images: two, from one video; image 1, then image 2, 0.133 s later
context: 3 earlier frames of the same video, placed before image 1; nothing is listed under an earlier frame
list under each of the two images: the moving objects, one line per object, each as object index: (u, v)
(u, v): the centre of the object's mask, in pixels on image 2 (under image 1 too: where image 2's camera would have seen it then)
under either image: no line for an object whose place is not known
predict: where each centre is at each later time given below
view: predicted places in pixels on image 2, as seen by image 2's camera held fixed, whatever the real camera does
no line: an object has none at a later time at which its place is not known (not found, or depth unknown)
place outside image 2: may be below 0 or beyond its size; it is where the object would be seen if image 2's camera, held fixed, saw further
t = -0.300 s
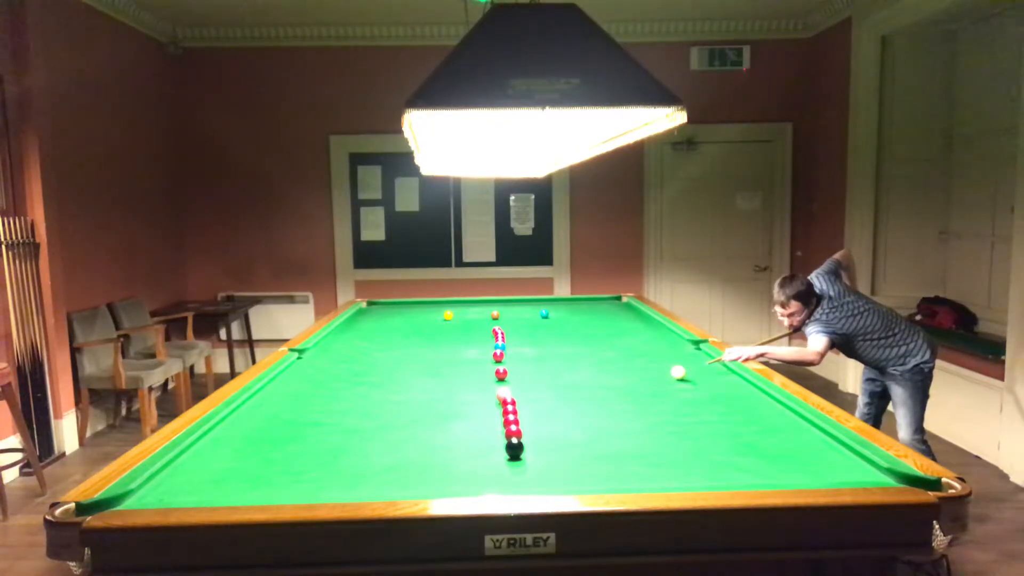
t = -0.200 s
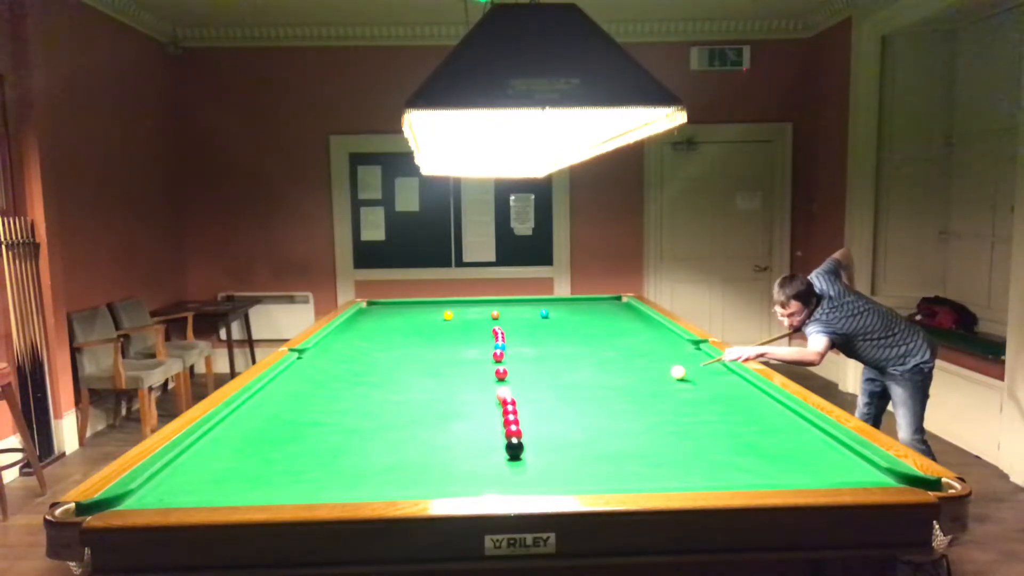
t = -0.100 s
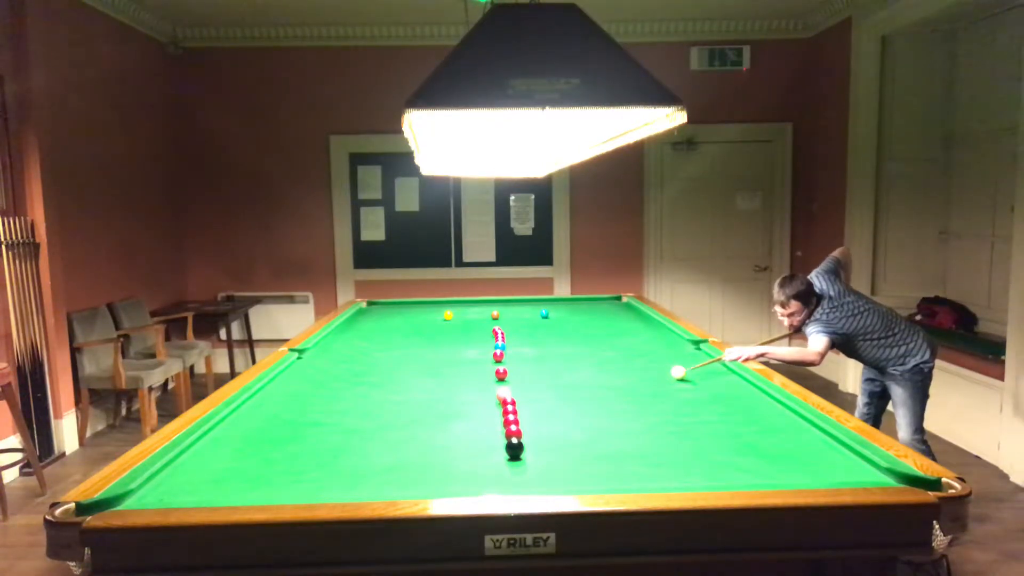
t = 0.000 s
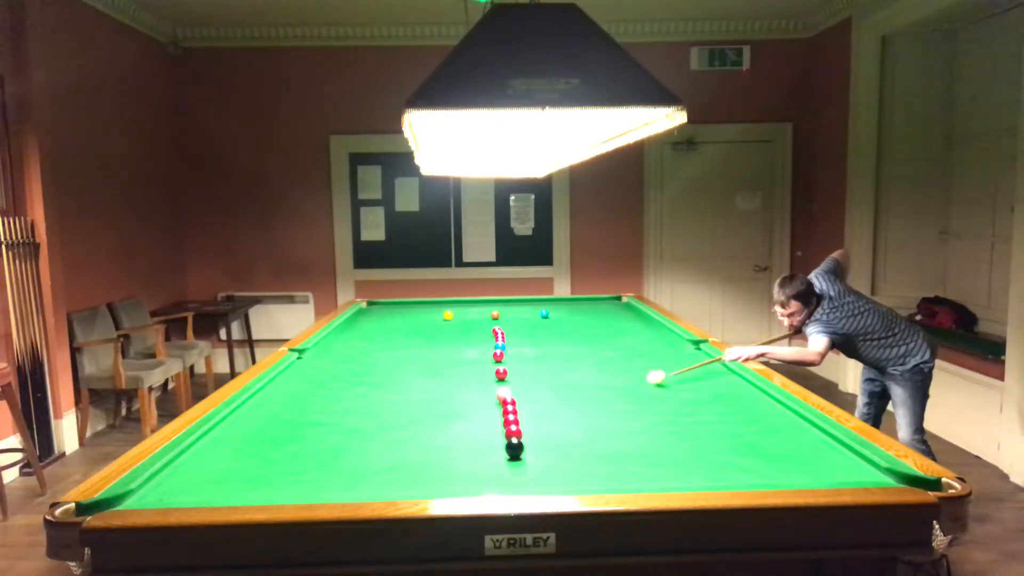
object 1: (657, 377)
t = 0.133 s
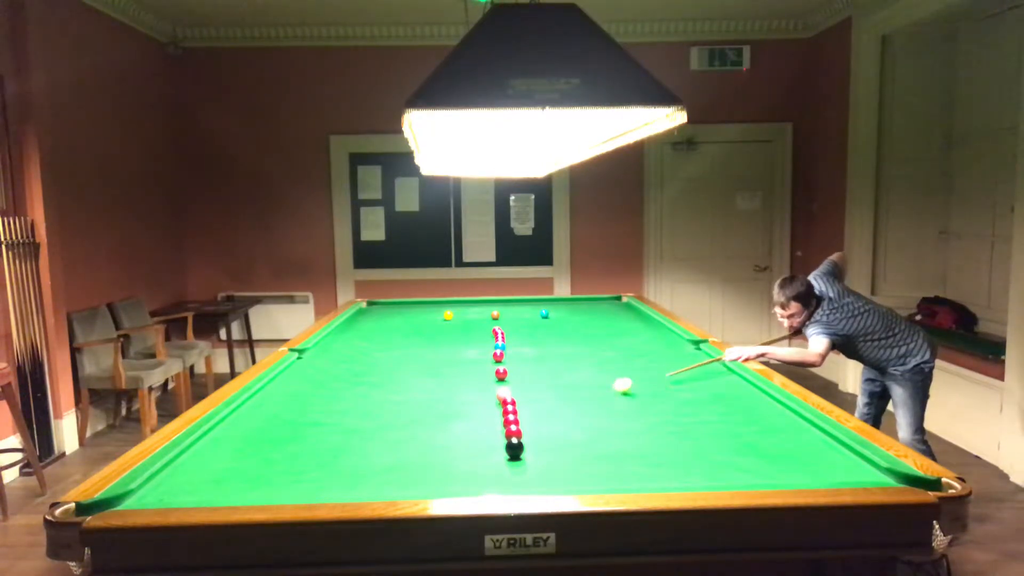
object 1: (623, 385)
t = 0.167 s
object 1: (614, 387)
